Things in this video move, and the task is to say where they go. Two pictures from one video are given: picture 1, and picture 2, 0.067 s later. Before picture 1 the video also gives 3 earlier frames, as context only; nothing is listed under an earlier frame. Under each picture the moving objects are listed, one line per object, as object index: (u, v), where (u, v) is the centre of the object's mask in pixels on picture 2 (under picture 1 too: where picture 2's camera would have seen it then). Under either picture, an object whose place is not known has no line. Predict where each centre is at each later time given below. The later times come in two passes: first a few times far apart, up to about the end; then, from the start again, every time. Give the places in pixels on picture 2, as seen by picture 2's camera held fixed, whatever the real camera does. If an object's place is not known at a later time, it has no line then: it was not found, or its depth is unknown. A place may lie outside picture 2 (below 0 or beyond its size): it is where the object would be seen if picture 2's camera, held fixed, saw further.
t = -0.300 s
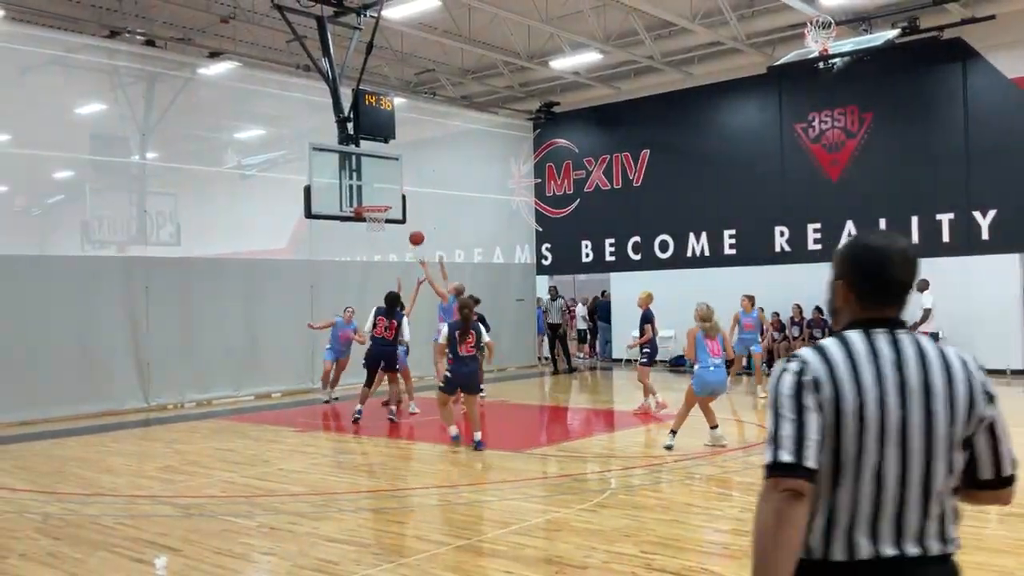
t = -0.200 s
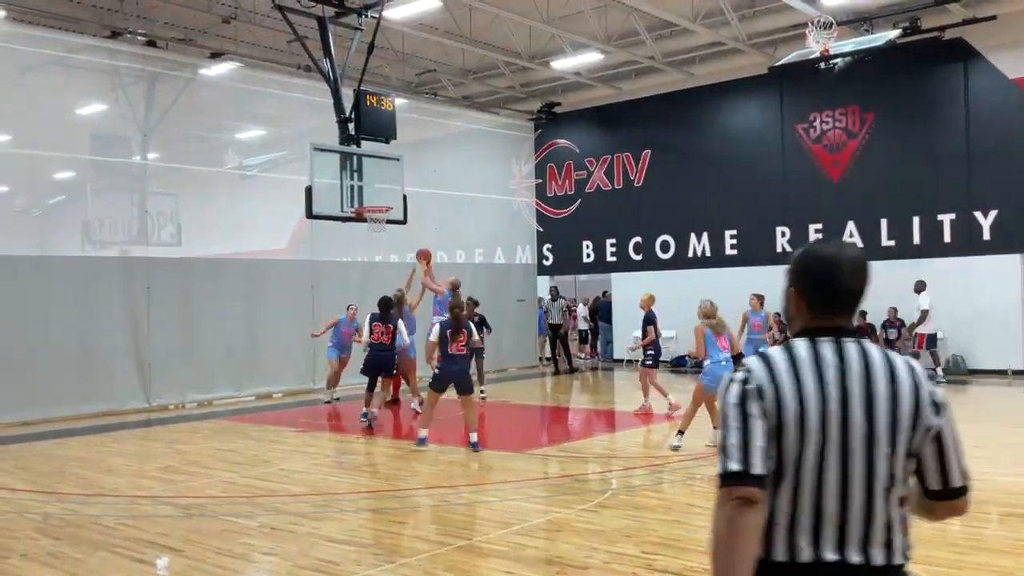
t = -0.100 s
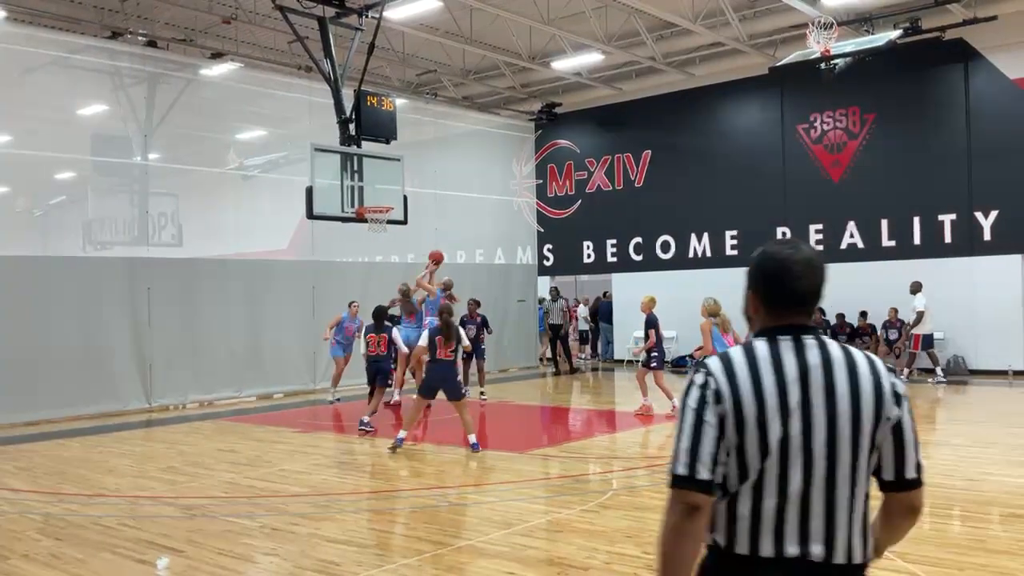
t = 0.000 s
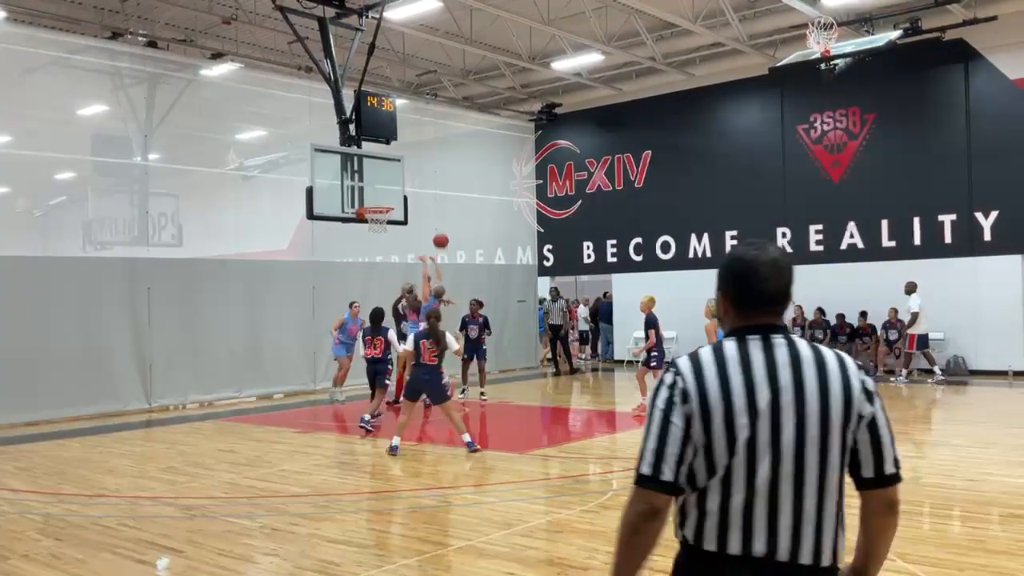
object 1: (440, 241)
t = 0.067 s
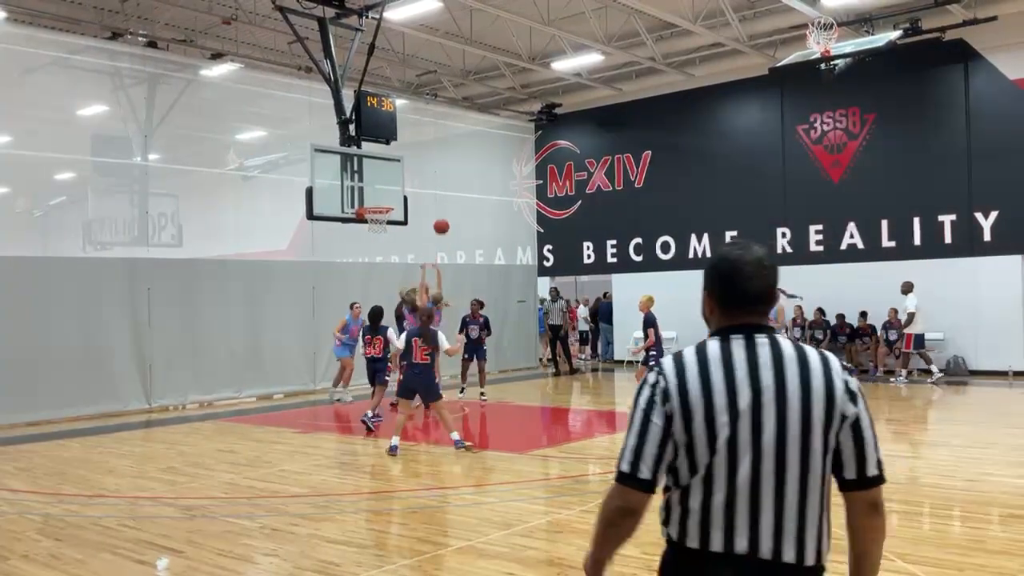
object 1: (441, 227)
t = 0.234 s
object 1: (443, 202)
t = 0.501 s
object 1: (447, 203)
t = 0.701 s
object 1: (451, 235)
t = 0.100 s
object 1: (442, 220)
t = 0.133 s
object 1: (442, 214)
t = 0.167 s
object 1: (442, 210)
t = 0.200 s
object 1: (443, 206)
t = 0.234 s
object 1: (443, 202)
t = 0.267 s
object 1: (444, 200)
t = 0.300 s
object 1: (444, 198)
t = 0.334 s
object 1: (445, 197)
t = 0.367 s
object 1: (445, 197)
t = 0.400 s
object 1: (446, 197)
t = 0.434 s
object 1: (446, 198)
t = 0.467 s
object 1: (447, 200)
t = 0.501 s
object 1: (447, 203)
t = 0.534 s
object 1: (448, 206)
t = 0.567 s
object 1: (449, 211)
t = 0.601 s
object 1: (449, 215)
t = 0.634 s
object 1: (450, 221)
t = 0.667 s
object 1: (451, 228)
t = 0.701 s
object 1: (451, 235)
